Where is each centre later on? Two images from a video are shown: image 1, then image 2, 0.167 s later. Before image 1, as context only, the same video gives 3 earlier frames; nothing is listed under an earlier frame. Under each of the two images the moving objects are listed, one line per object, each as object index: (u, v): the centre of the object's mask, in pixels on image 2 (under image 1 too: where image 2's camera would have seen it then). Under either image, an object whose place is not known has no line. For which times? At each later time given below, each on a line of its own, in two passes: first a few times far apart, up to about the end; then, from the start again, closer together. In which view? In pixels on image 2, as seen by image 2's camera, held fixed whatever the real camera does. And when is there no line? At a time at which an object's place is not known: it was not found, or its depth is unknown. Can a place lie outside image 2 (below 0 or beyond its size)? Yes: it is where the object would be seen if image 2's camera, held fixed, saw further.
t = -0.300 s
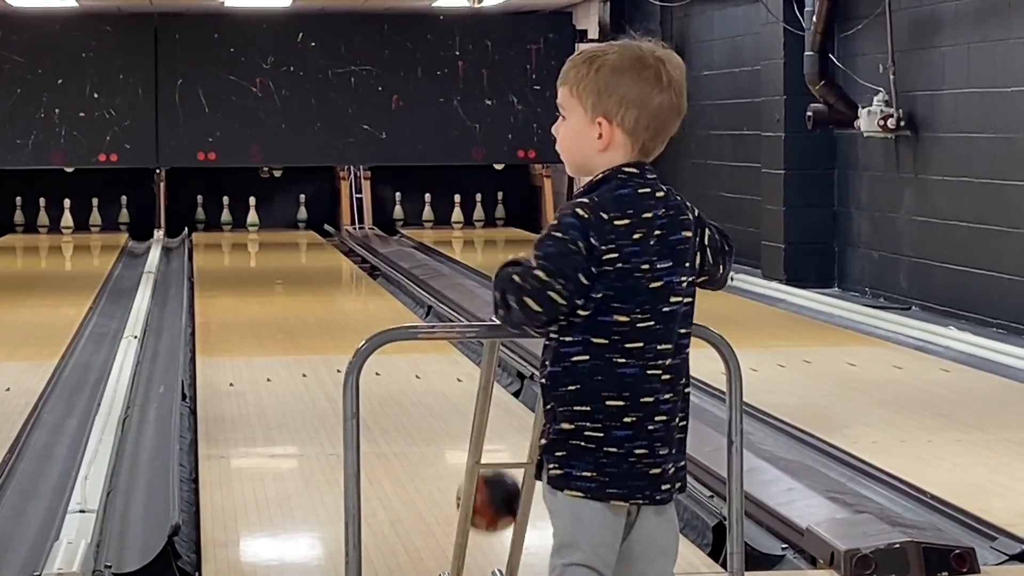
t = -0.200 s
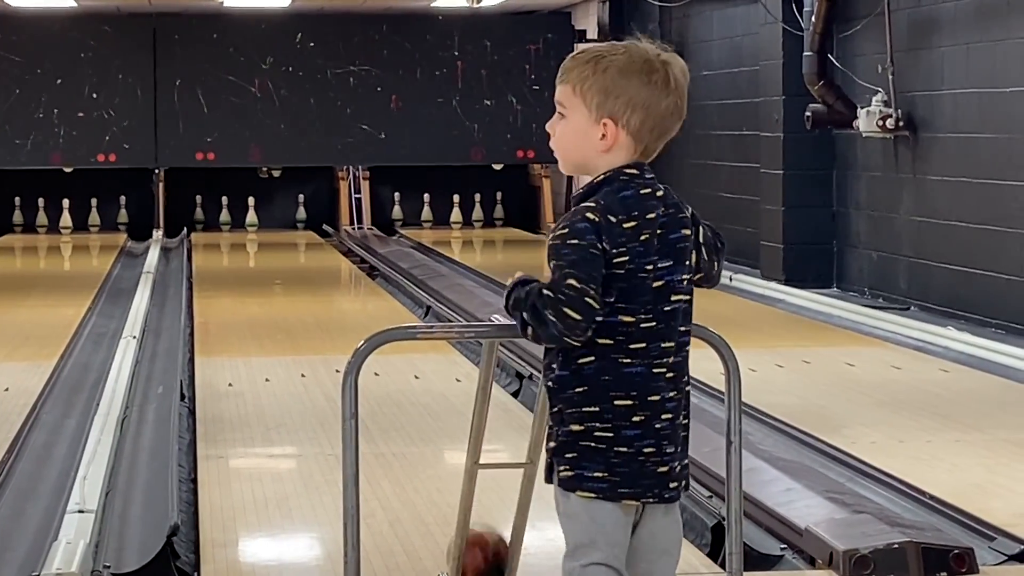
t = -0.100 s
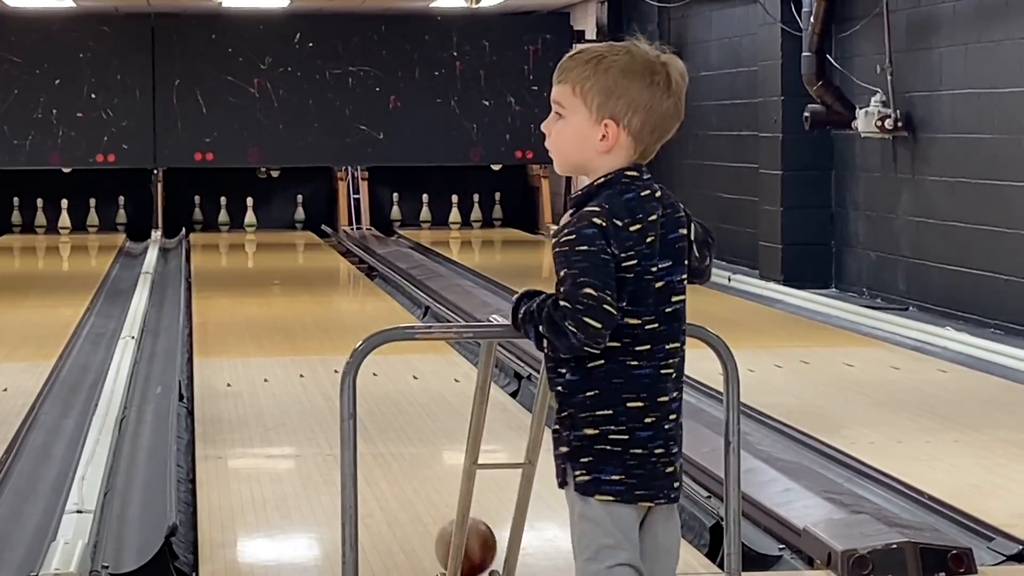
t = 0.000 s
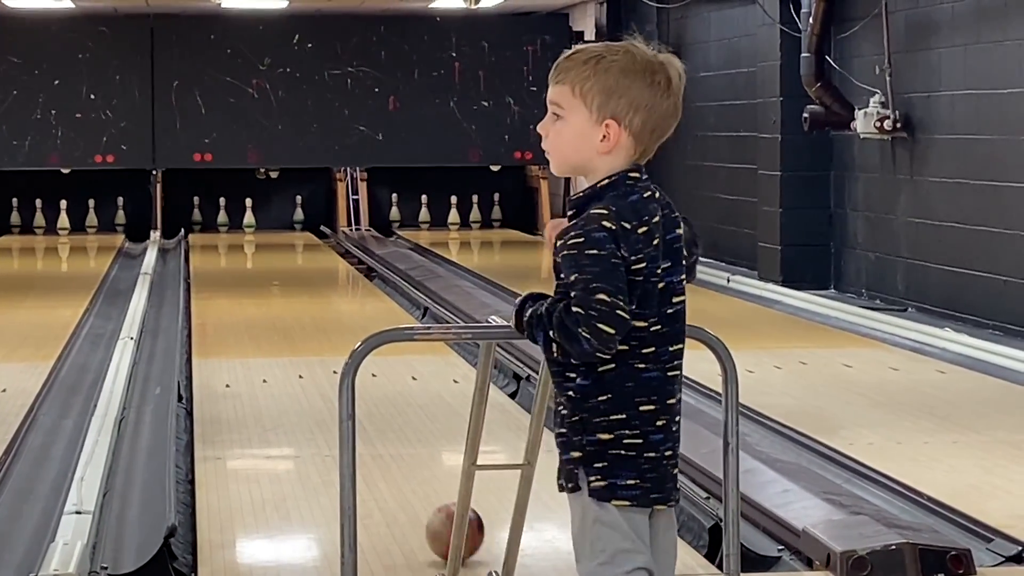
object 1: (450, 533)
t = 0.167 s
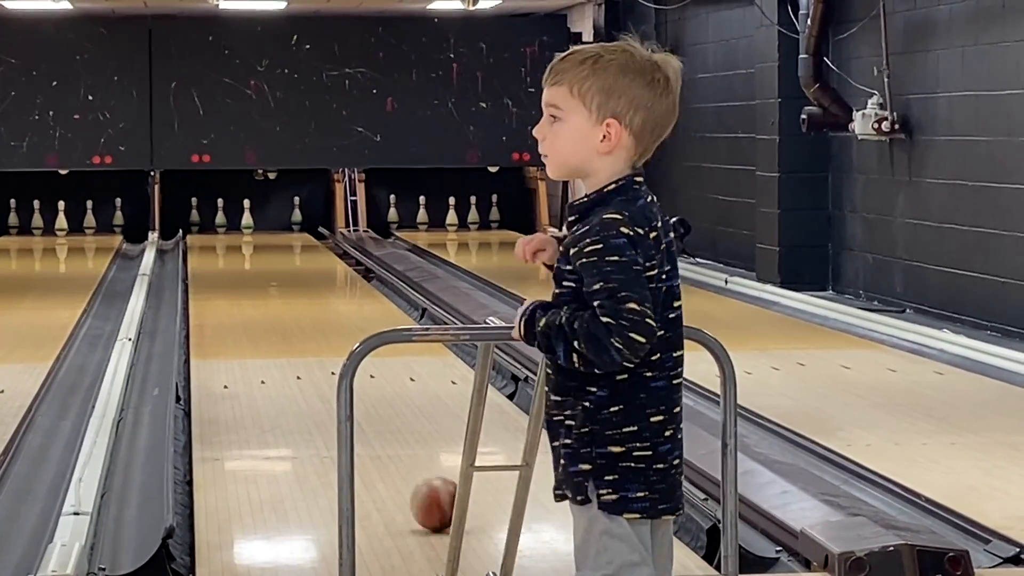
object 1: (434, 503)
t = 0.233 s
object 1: (431, 493)
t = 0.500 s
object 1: (412, 456)
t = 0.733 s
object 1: (397, 429)
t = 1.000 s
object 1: (382, 403)
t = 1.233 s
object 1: (372, 383)
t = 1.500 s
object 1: (367, 369)
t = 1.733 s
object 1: (347, 347)
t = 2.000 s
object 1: (344, 336)
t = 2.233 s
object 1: (338, 325)
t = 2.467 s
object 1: (332, 315)
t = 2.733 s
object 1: (324, 304)
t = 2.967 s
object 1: (319, 297)
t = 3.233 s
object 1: (313, 289)
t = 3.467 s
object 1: (309, 282)
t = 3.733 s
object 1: (304, 275)
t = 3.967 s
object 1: (301, 270)
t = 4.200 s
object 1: (297, 265)
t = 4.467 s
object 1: (293, 259)
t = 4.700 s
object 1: (289, 255)
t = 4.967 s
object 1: (285, 250)
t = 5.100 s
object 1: (284, 248)
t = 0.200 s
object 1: (433, 498)
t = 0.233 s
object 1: (431, 493)
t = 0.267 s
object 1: (429, 488)
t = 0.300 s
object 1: (426, 483)
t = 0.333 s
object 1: (424, 478)
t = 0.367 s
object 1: (421, 473)
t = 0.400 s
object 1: (419, 469)
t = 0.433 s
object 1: (416, 465)
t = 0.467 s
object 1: (414, 460)
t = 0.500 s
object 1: (412, 456)
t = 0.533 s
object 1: (409, 451)
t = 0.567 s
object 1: (407, 448)
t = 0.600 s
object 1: (406, 444)
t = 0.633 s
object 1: (403, 440)
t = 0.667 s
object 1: (401, 436)
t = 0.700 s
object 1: (399, 432)
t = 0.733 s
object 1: (397, 429)
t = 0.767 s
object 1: (396, 425)
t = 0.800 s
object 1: (393, 421)
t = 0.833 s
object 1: (391, 419)
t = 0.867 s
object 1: (390, 415)
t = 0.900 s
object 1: (388, 412)
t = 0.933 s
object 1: (386, 409)
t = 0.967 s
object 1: (384, 405)
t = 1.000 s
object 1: (382, 403)
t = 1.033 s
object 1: (381, 400)
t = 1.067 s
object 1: (379, 397)
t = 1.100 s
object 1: (377, 394)
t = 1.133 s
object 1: (375, 392)
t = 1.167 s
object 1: (374, 389)
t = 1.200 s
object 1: (373, 386)
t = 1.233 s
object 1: (372, 383)
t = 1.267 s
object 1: (371, 382)
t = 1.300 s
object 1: (370, 379)
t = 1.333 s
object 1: (369, 377)
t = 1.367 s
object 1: (369, 375)
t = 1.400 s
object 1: (368, 374)
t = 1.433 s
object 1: (367, 372)
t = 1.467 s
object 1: (367, 370)
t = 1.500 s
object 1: (367, 369)
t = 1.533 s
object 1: (366, 368)
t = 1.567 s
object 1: (365, 366)
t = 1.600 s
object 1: (365, 365)
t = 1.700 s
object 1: (348, 347)
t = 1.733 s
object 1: (347, 347)
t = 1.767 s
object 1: (347, 345)
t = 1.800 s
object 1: (347, 344)
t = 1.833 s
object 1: (347, 342)
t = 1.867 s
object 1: (347, 341)
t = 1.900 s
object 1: (346, 340)
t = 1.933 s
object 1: (346, 339)
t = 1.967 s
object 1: (345, 337)
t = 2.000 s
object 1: (344, 336)
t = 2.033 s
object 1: (343, 334)
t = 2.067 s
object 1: (342, 333)
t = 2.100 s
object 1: (342, 331)
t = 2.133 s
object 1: (340, 330)
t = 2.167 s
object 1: (339, 328)
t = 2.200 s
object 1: (338, 326)
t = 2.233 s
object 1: (338, 325)
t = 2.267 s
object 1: (336, 323)
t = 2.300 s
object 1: (336, 322)
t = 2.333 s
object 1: (334, 320)
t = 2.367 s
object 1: (334, 319)
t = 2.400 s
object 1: (333, 318)
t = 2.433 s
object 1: (332, 316)
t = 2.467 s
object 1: (332, 315)
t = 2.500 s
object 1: (331, 314)
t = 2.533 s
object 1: (330, 313)
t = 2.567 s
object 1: (329, 311)
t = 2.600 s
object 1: (328, 310)
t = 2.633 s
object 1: (327, 308)
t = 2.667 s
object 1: (327, 308)
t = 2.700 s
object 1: (325, 306)
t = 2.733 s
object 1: (324, 304)
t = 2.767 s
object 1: (323, 303)
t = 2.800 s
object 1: (323, 302)
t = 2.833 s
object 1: (322, 301)
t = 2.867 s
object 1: (321, 300)
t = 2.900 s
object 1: (320, 299)
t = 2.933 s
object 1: (320, 297)
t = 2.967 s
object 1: (319, 297)
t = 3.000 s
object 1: (318, 295)
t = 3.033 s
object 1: (317, 294)
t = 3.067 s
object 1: (317, 293)
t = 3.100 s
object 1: (316, 292)
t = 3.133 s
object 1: (315, 291)
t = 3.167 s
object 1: (315, 290)
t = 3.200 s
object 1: (314, 289)
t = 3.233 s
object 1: (313, 289)
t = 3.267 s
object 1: (312, 287)
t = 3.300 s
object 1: (311, 286)
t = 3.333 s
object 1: (311, 285)
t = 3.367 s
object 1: (310, 284)
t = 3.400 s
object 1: (310, 284)
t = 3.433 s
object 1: (309, 282)
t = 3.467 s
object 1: (309, 282)
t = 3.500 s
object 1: (308, 281)
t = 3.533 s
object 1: (308, 280)
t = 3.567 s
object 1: (307, 279)
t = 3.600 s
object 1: (306, 279)
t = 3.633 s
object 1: (305, 278)
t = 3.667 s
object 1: (305, 277)
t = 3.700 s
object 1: (305, 276)
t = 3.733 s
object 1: (304, 275)
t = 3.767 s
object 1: (303, 275)
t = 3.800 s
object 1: (303, 274)
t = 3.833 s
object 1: (303, 273)
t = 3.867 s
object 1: (302, 272)
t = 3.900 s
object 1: (302, 271)
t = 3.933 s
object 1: (301, 270)
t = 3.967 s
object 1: (301, 270)
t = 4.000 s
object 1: (300, 269)
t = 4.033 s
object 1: (300, 268)
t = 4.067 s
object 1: (299, 268)
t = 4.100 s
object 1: (299, 267)
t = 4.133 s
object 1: (298, 266)
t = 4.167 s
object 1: (297, 265)
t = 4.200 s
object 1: (297, 265)
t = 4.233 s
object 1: (297, 264)
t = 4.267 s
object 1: (296, 263)
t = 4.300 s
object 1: (295, 262)
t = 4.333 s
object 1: (295, 262)
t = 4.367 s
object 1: (294, 261)
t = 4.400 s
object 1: (294, 260)
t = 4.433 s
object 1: (293, 260)
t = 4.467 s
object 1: (293, 259)
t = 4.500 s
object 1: (292, 258)
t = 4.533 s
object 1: (292, 258)
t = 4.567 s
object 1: (291, 257)
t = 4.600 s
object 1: (291, 256)
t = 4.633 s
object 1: (290, 255)
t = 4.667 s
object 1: (289, 255)
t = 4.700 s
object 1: (289, 255)
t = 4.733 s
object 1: (289, 254)
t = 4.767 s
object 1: (288, 253)
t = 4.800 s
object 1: (287, 253)
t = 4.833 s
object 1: (287, 253)
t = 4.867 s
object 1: (287, 251)
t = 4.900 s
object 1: (286, 251)
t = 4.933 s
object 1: (286, 250)
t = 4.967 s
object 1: (285, 250)
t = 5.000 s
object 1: (285, 250)
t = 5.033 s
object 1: (284, 249)
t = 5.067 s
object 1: (284, 248)
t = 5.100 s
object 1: (284, 248)
